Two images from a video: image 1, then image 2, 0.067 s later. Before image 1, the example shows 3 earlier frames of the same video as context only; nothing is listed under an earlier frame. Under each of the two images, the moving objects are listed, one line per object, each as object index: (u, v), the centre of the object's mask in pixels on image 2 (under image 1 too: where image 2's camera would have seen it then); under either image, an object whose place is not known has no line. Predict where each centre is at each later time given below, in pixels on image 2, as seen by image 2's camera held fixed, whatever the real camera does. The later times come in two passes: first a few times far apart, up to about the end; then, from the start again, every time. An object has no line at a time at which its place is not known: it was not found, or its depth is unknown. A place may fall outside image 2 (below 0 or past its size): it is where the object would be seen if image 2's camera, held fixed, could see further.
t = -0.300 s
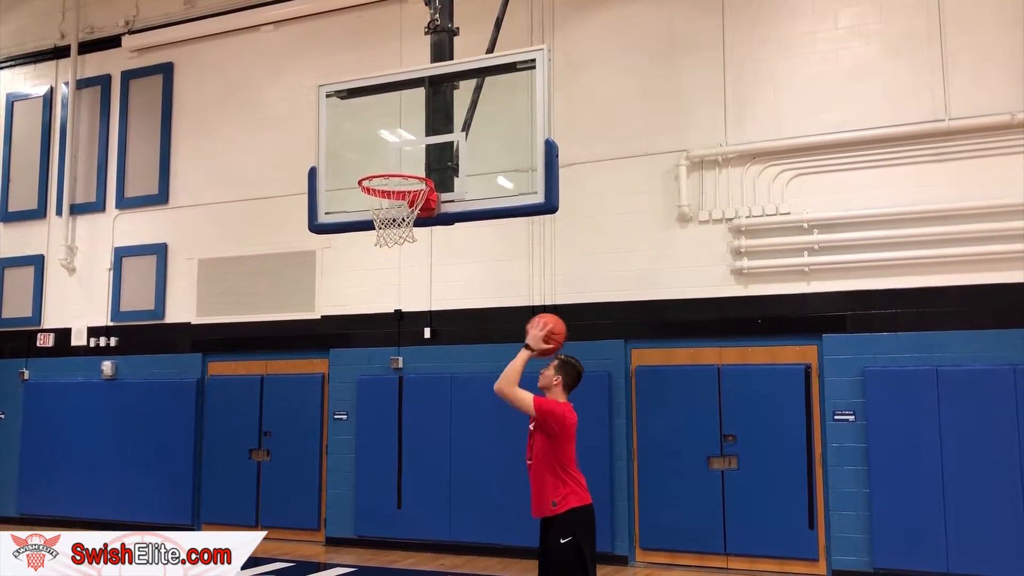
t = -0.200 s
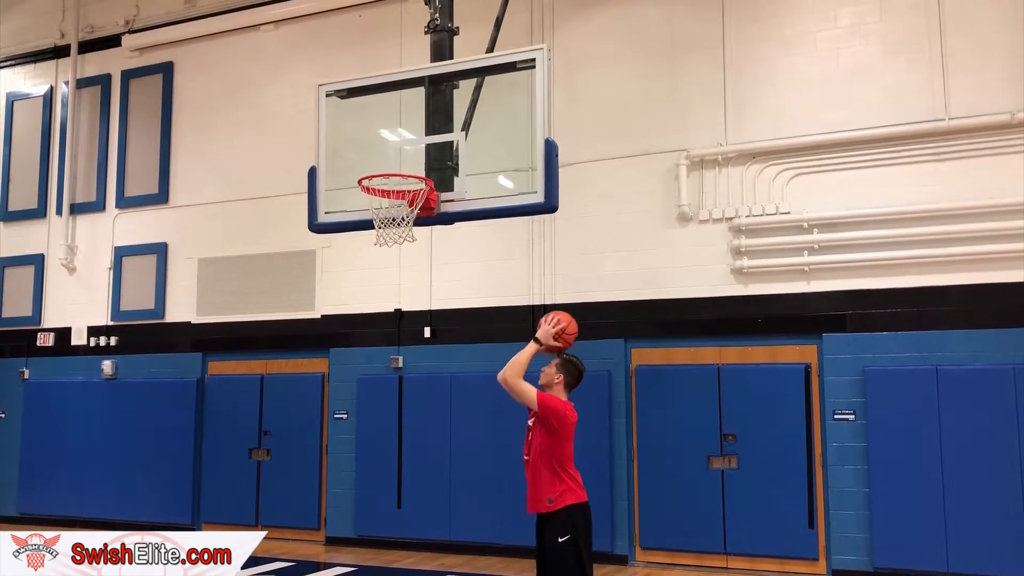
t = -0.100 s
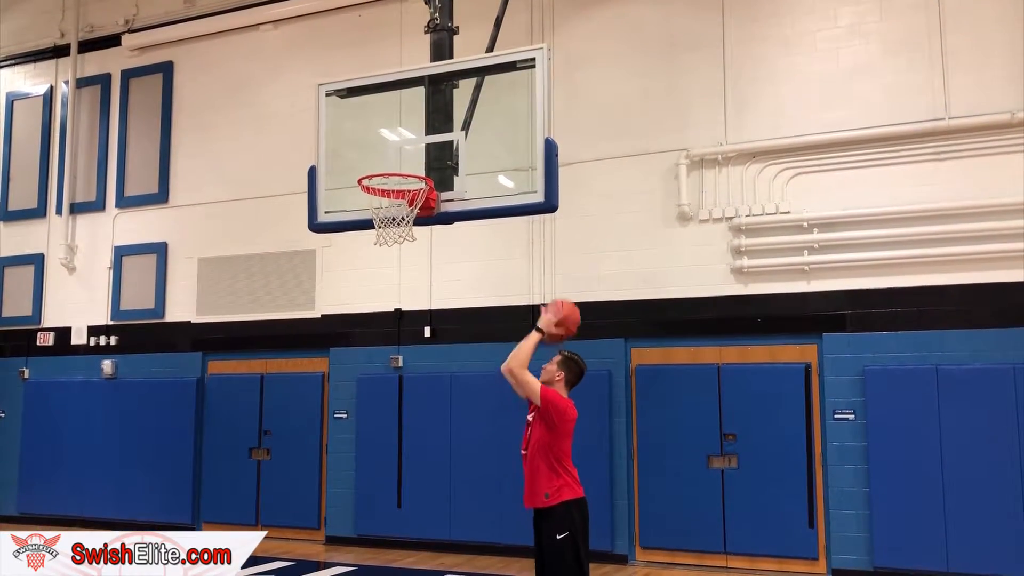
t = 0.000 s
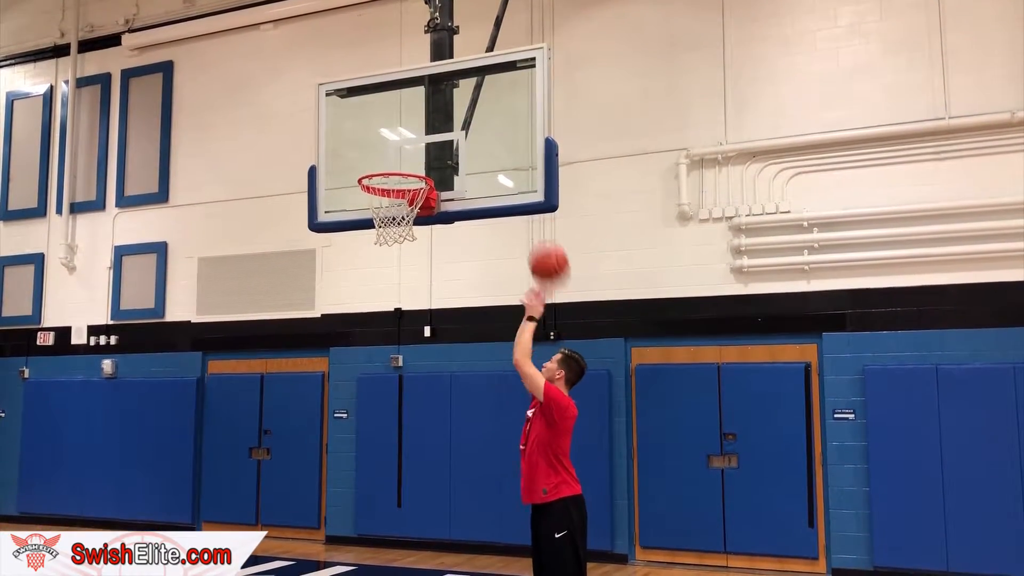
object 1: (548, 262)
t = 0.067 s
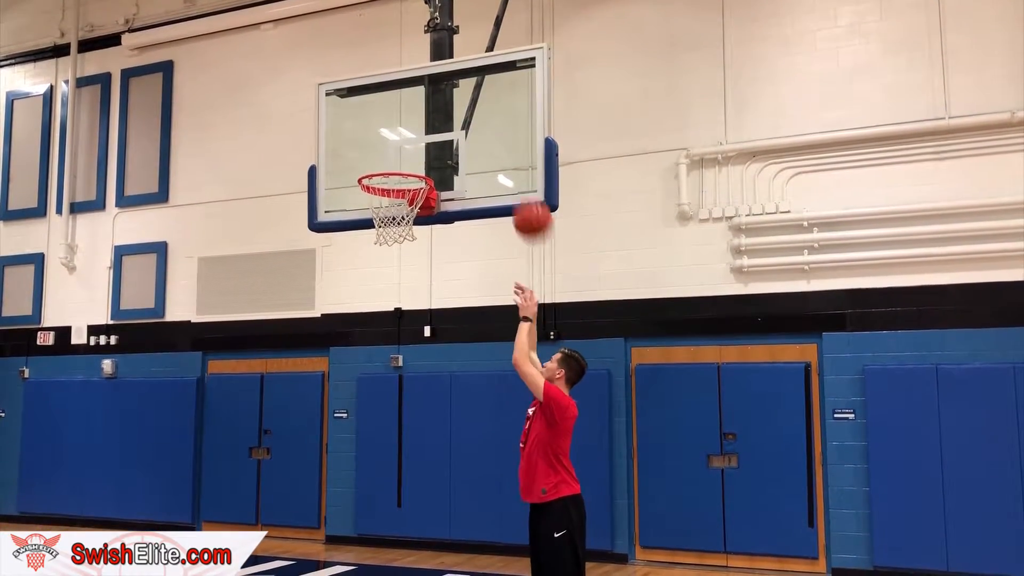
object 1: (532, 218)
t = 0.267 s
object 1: (484, 129)
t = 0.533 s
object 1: (426, 107)
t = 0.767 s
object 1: (377, 169)
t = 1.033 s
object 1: (413, 220)
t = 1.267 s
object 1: (387, 291)
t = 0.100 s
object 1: (525, 198)
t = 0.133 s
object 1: (516, 180)
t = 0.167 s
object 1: (508, 164)
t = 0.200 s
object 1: (500, 151)
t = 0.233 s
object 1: (492, 139)
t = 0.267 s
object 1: (484, 129)
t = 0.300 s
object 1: (477, 120)
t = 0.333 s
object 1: (469, 113)
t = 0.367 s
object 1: (462, 108)
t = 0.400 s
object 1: (454, 105)
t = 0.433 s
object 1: (447, 103)
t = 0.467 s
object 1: (440, 103)
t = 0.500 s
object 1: (433, 105)
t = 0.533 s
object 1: (426, 107)
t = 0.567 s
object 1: (418, 112)
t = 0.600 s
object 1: (411, 118)
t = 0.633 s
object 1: (404, 126)
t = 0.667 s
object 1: (396, 136)
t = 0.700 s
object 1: (390, 146)
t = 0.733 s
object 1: (383, 157)
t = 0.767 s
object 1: (377, 169)
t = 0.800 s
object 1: (388, 178)
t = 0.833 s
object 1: (397, 186)
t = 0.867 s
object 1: (411, 195)
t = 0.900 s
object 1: (418, 197)
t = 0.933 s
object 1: (418, 206)
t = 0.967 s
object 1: (417, 211)
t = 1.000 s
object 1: (415, 215)
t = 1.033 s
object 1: (413, 220)
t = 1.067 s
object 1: (410, 225)
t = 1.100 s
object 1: (406, 232)
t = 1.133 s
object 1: (402, 245)
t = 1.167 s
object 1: (399, 251)
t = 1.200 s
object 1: (395, 262)
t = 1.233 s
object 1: (391, 276)
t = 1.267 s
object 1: (387, 291)
